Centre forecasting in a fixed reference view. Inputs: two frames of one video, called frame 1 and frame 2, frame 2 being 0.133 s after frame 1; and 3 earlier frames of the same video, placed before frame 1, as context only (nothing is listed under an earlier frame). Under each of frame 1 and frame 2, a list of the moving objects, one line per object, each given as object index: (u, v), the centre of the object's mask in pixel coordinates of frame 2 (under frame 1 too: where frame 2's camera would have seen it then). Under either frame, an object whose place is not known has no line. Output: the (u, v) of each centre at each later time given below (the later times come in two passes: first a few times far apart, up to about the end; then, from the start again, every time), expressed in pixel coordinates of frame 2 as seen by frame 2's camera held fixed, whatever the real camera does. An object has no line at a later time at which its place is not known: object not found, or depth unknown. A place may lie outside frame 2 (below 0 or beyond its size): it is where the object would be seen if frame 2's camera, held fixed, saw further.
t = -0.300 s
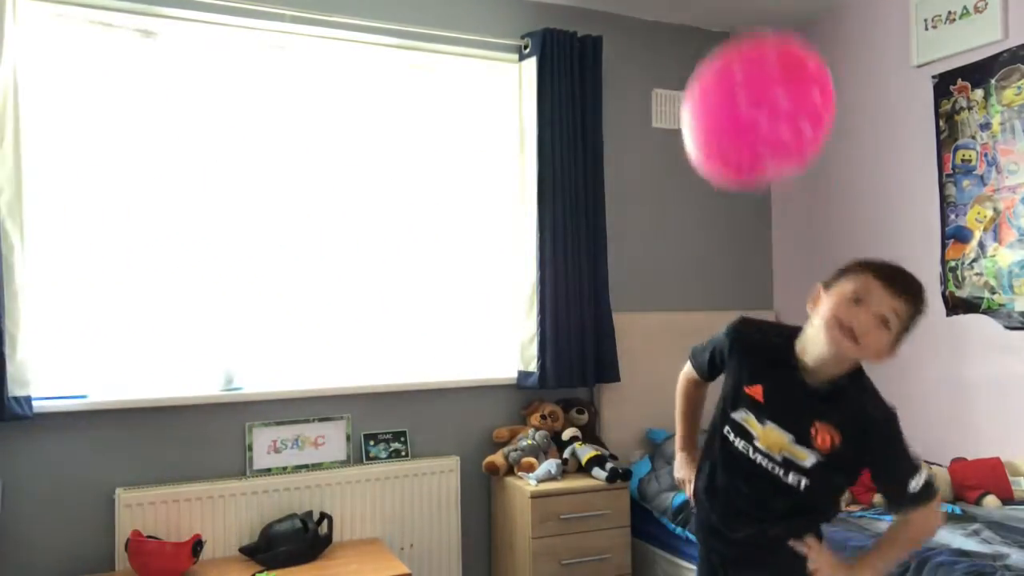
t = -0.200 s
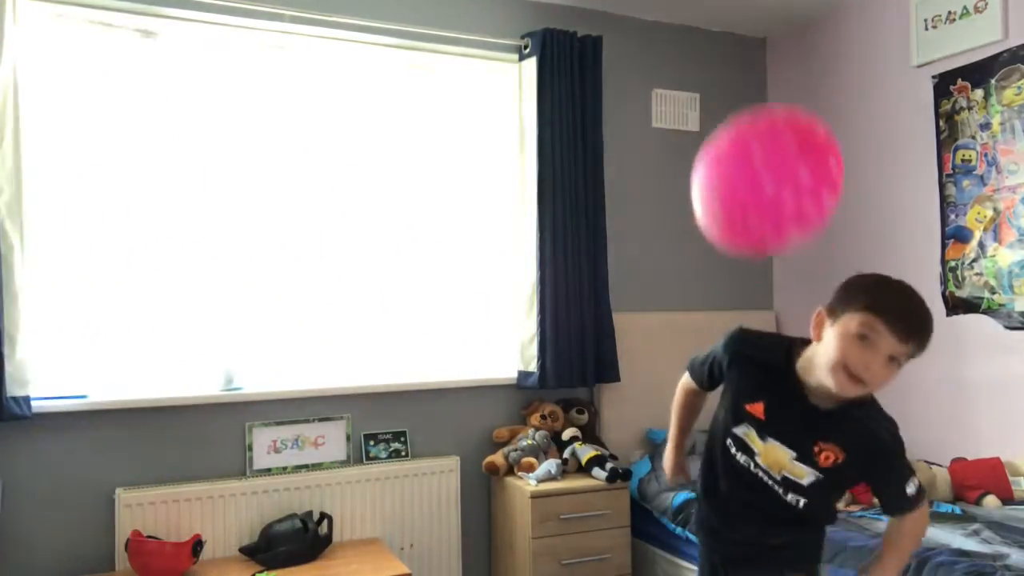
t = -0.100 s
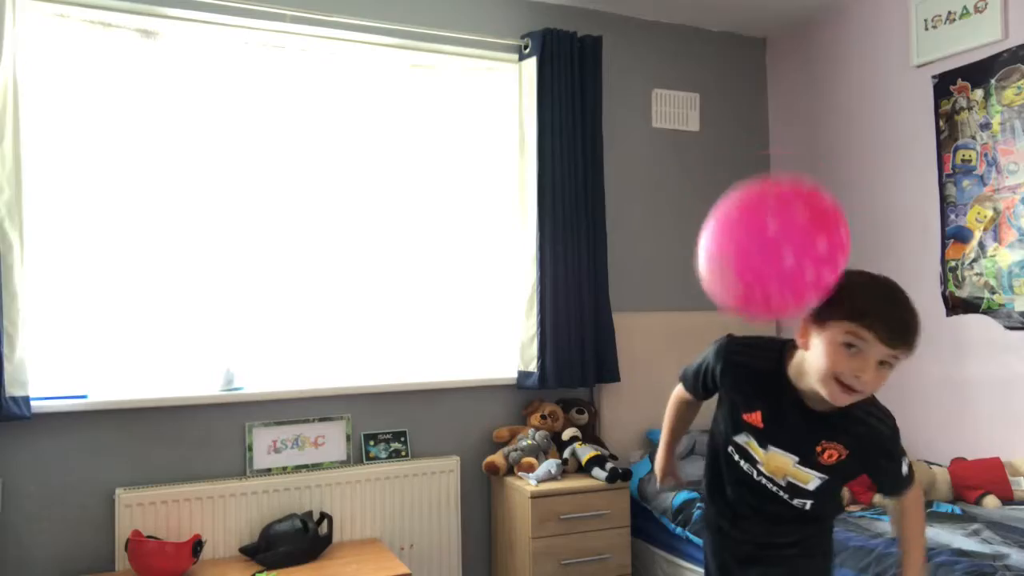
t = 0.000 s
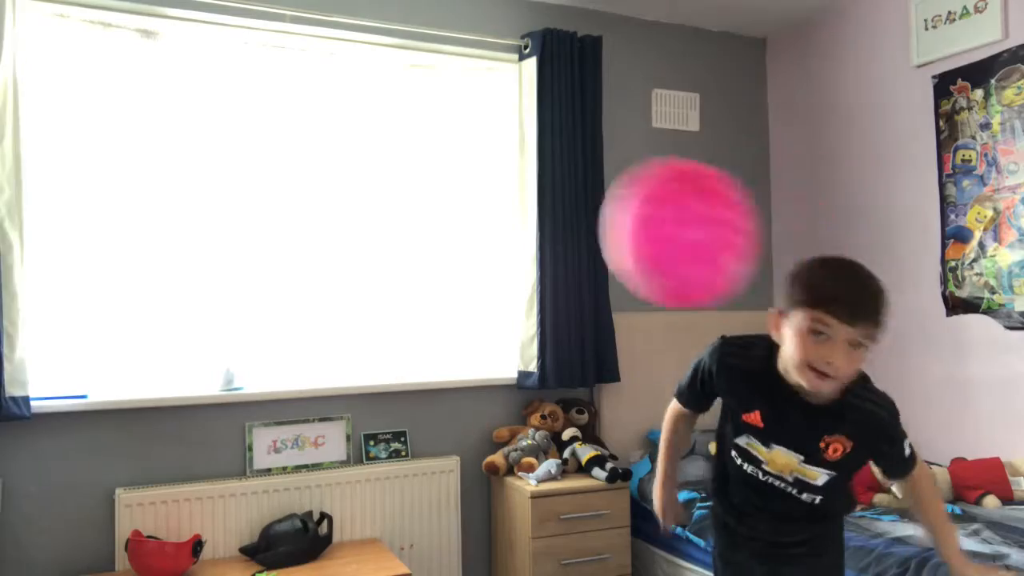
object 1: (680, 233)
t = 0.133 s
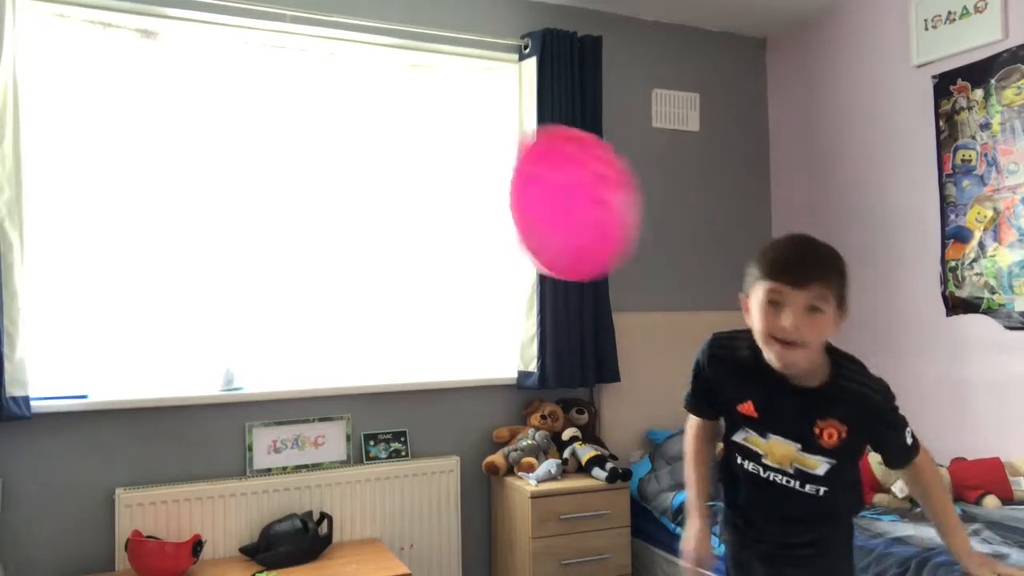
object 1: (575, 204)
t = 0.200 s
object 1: (526, 193)
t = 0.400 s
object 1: (397, 182)
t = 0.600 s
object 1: (302, 209)
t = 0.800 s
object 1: (225, 269)
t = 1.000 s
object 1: (166, 372)
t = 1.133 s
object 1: (142, 453)
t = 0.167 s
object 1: (549, 198)
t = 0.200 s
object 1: (526, 193)
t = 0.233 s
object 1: (502, 188)
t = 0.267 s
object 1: (474, 184)
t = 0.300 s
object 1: (452, 182)
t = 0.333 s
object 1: (433, 180)
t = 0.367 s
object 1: (414, 181)
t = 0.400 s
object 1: (397, 182)
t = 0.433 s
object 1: (380, 184)
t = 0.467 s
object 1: (363, 187)
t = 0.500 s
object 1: (347, 191)
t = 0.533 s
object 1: (332, 196)
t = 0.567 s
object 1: (317, 202)
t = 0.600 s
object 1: (302, 209)
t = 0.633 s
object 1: (288, 217)
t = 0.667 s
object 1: (275, 225)
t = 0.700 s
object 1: (262, 235)
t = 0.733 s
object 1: (249, 245)
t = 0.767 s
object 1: (237, 256)
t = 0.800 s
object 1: (225, 269)
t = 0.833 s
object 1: (213, 283)
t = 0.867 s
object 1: (203, 297)
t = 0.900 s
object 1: (193, 314)
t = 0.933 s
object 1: (183, 333)
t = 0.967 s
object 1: (175, 352)
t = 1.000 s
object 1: (166, 372)
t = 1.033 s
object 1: (158, 392)
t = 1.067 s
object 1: (151, 412)
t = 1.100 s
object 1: (146, 432)
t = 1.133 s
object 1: (142, 453)
